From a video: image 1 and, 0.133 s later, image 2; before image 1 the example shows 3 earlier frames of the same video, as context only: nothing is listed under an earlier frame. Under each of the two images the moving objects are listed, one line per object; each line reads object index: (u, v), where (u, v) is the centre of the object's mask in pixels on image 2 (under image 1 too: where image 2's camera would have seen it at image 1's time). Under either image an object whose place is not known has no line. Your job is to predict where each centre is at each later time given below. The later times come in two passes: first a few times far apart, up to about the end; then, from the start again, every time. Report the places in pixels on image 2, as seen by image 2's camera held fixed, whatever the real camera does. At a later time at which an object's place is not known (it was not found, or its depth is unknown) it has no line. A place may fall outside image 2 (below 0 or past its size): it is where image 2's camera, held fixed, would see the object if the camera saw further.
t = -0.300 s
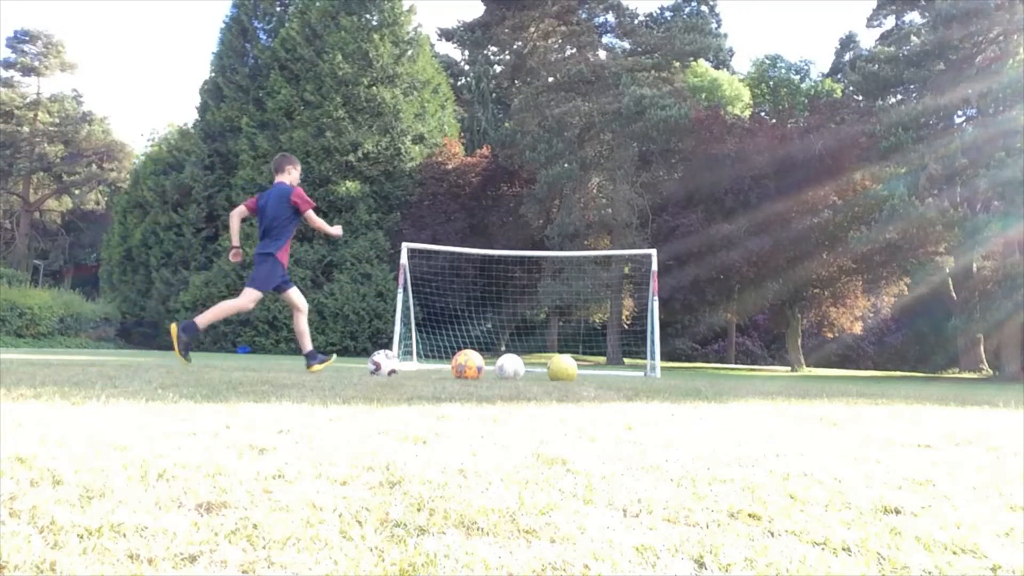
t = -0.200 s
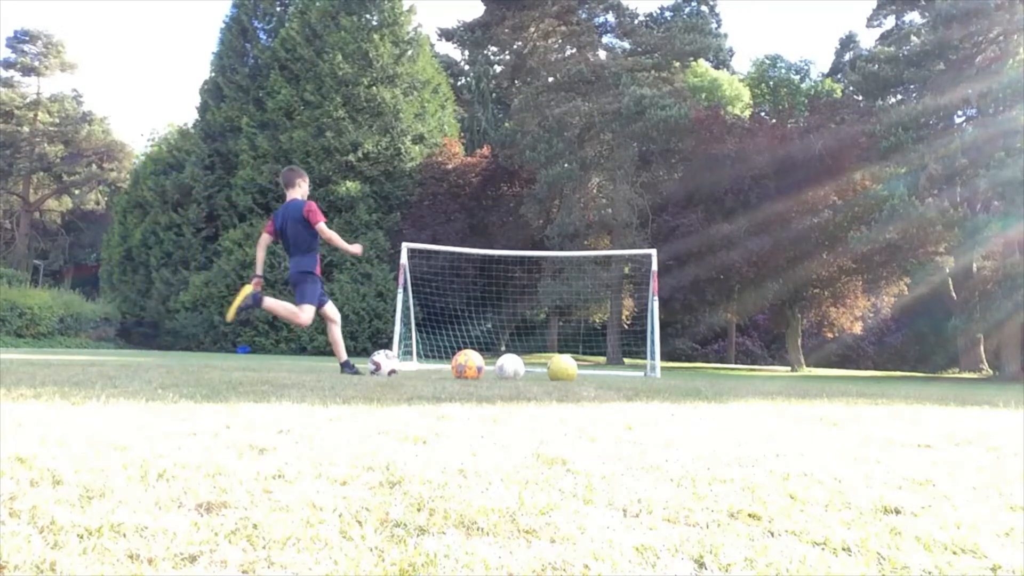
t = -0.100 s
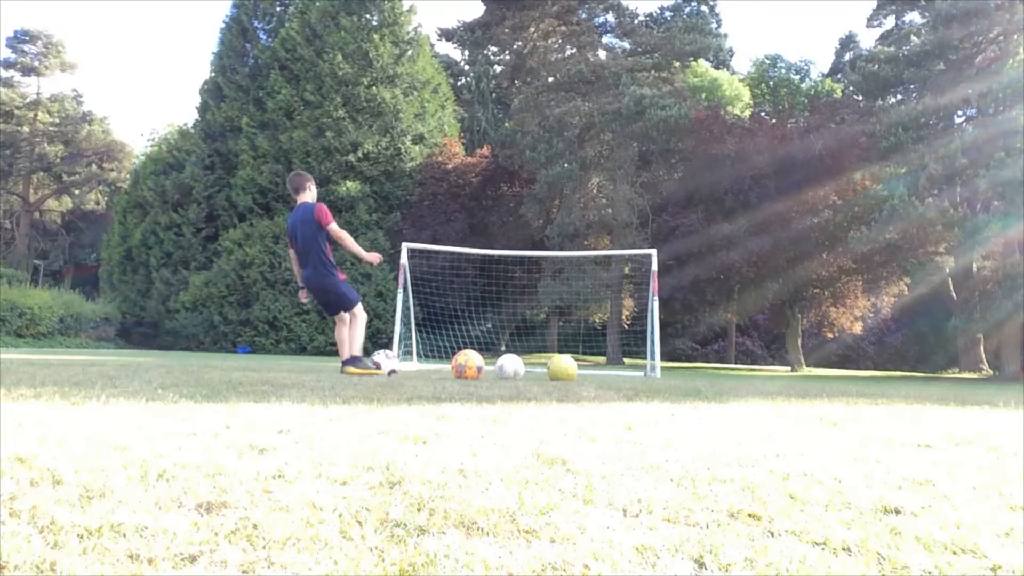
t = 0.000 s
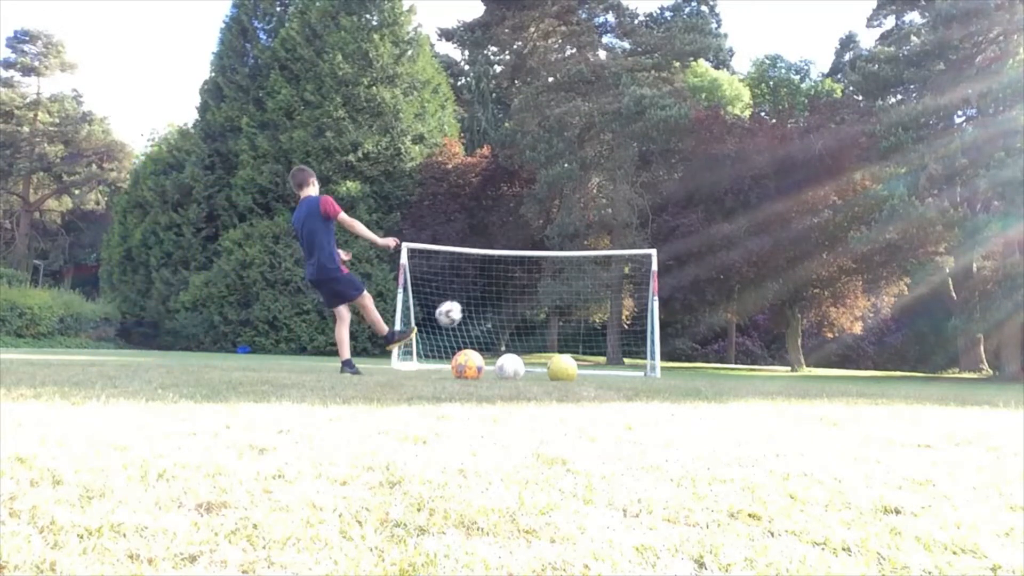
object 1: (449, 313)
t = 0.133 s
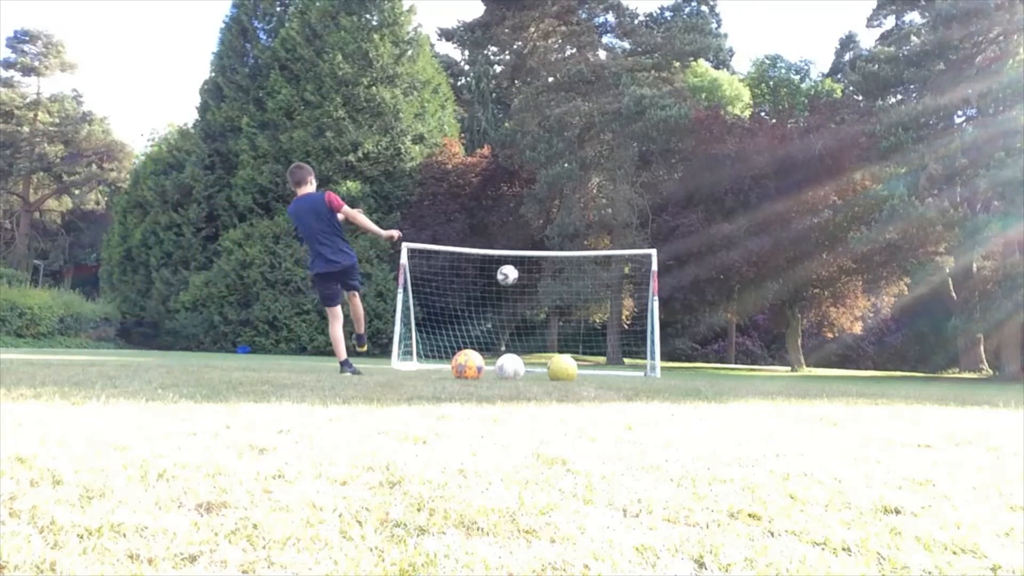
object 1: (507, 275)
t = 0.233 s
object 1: (535, 265)
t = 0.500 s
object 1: (576, 276)
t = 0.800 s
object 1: (610, 360)
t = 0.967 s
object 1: (615, 334)
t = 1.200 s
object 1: (621, 327)
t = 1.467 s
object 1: (624, 360)
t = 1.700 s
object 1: (630, 356)
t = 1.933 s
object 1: (634, 367)
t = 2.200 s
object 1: (638, 369)
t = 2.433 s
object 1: (640, 369)
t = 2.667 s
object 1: (640, 369)
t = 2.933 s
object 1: (640, 370)
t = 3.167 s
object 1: (639, 370)
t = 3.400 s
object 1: (638, 369)
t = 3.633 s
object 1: (638, 369)
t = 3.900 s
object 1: (638, 369)
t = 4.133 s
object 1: (638, 369)
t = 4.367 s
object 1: (638, 369)
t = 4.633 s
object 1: (638, 369)
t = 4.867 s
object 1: (638, 369)
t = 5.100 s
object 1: (638, 369)
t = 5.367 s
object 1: (638, 369)
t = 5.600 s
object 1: (638, 369)
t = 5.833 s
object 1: (638, 369)
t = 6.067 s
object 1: (638, 369)
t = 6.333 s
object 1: (638, 369)
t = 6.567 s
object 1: (638, 369)
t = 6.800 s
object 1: (638, 369)
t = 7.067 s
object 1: (638, 369)
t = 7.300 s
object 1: (638, 369)
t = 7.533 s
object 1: (638, 369)
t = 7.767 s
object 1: (638, 369)
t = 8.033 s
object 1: (638, 369)
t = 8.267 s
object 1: (638, 369)
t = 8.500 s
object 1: (638, 369)
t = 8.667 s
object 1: (638, 369)
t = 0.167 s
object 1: (517, 270)
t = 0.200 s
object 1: (527, 267)
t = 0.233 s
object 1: (535, 265)
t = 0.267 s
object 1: (542, 264)
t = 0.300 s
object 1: (549, 263)
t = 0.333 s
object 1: (554, 263)
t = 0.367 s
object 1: (559, 264)
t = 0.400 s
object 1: (564, 266)
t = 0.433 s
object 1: (568, 267)
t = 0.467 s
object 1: (572, 270)
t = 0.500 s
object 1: (576, 276)
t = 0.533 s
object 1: (581, 285)
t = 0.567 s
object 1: (586, 296)
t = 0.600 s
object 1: (590, 309)
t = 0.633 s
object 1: (595, 322)
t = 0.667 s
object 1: (598, 335)
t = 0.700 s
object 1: (602, 349)
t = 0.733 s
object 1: (606, 363)
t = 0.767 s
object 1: (608, 368)
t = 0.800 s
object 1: (610, 360)
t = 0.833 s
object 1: (610, 353)
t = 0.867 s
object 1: (611, 347)
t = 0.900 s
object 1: (613, 342)
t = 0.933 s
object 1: (614, 337)
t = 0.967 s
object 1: (615, 334)
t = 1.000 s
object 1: (616, 330)
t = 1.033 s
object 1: (617, 328)
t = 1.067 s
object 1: (618, 327)
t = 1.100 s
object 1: (619, 326)
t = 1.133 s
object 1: (619, 325)
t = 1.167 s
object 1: (620, 326)
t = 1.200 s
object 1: (621, 327)
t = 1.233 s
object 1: (621, 328)
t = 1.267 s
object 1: (622, 331)
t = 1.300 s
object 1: (623, 334)
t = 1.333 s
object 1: (623, 338)
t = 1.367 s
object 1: (623, 342)
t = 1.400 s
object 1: (624, 348)
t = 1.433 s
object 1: (624, 354)
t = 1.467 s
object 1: (624, 360)
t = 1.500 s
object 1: (625, 367)
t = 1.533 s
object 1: (626, 368)
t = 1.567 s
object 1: (627, 364)
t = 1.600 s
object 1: (628, 361)
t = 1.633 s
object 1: (628, 358)
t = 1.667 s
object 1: (629, 356)
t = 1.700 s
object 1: (630, 356)
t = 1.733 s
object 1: (630, 356)
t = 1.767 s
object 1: (631, 356)
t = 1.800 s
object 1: (631, 357)
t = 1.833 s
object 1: (632, 358)
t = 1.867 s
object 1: (632, 360)
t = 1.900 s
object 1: (634, 363)
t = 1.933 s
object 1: (634, 367)
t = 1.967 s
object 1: (635, 370)
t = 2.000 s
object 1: (636, 369)
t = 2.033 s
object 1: (636, 368)
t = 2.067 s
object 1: (636, 366)
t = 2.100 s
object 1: (637, 365)
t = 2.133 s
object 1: (637, 366)
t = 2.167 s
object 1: (638, 367)
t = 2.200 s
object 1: (638, 369)
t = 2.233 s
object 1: (639, 370)
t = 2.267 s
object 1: (639, 369)
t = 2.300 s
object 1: (639, 369)
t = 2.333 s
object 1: (639, 369)
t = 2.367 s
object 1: (640, 369)
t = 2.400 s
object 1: (640, 369)
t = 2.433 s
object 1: (640, 369)
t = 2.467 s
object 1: (640, 369)
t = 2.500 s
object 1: (640, 369)
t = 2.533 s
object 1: (640, 369)
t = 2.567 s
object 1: (640, 369)
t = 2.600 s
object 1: (641, 369)
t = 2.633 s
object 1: (640, 369)
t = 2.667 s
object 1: (640, 369)
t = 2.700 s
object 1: (640, 369)
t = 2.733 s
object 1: (640, 369)
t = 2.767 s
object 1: (640, 369)
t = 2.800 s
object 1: (640, 369)
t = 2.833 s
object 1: (640, 369)
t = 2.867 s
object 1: (640, 370)
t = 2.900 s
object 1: (640, 369)
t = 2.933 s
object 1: (640, 370)
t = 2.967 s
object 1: (640, 369)
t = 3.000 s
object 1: (640, 370)
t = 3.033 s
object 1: (640, 369)
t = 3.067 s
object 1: (639, 369)
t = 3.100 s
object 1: (639, 369)
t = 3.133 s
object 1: (639, 370)
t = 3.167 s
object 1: (639, 370)
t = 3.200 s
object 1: (639, 369)
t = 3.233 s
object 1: (639, 369)
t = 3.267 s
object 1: (639, 370)
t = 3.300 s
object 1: (638, 369)
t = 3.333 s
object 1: (638, 370)
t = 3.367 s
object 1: (638, 369)
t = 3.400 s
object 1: (638, 369)
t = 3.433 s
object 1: (638, 369)
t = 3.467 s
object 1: (638, 369)
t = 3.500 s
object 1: (638, 369)
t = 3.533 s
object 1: (638, 369)
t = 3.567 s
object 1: (638, 369)
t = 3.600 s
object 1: (638, 369)
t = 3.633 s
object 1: (638, 369)
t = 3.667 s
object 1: (638, 369)
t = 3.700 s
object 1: (638, 369)
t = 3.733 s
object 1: (638, 369)
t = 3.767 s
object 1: (638, 369)
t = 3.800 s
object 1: (638, 369)
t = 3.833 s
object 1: (638, 369)
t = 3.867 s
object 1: (638, 369)
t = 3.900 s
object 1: (638, 369)
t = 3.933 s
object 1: (638, 369)
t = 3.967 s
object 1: (638, 369)
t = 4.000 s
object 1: (639, 369)
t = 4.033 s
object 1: (638, 369)
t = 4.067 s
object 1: (639, 369)
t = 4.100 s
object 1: (639, 369)
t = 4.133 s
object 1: (638, 369)
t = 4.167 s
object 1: (638, 369)
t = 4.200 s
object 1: (638, 369)
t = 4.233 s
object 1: (638, 369)
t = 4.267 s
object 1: (638, 369)
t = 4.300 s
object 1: (638, 369)
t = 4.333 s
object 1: (638, 369)
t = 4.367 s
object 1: (638, 369)
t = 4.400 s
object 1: (638, 369)
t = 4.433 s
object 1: (638, 369)
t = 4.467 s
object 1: (638, 369)
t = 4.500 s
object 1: (638, 369)
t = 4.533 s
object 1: (638, 369)
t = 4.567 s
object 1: (638, 369)
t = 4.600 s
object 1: (638, 369)
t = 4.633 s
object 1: (638, 369)
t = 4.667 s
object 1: (638, 369)
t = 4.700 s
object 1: (638, 369)
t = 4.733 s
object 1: (638, 369)
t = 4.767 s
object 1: (638, 369)
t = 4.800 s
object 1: (638, 369)
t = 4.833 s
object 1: (638, 369)
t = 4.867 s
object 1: (638, 369)
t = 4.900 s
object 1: (638, 369)
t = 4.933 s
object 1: (638, 369)
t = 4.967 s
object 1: (638, 369)
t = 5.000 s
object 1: (638, 369)
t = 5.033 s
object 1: (638, 369)
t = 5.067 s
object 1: (638, 369)
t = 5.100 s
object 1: (638, 369)
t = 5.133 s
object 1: (638, 369)
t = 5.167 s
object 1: (638, 369)
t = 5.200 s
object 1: (638, 369)
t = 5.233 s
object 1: (638, 369)
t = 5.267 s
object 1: (638, 369)
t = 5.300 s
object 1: (638, 369)
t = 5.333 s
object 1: (638, 369)
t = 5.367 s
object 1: (638, 369)
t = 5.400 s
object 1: (638, 369)
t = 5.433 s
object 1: (638, 369)
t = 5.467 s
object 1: (638, 369)
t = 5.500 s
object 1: (638, 369)
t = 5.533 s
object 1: (638, 369)
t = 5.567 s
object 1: (638, 369)
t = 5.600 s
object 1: (638, 369)
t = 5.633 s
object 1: (638, 369)
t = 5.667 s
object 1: (638, 369)
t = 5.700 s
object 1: (638, 369)
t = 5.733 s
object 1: (638, 369)
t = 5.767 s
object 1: (638, 369)
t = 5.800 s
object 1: (638, 369)
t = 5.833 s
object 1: (638, 369)
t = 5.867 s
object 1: (638, 369)
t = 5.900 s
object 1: (638, 369)
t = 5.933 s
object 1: (638, 369)
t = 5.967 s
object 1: (638, 369)
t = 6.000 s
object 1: (638, 369)
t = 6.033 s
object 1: (638, 369)
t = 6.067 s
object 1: (638, 369)
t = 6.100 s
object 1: (638, 369)
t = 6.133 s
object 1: (638, 369)
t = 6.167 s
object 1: (638, 369)
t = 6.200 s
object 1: (638, 369)
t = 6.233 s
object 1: (638, 369)
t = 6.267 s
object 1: (638, 369)
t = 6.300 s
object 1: (638, 369)
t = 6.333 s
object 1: (638, 369)
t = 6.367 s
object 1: (638, 369)
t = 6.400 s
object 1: (638, 369)
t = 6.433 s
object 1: (638, 369)
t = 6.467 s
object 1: (638, 369)
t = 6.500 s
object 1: (638, 369)
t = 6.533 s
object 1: (638, 369)
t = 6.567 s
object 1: (638, 369)
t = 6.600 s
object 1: (638, 369)
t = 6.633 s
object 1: (638, 369)
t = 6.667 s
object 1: (638, 369)
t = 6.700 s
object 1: (638, 369)
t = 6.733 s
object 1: (638, 369)
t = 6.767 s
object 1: (638, 369)
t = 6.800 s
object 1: (638, 369)
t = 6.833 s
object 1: (638, 369)
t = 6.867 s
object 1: (638, 369)
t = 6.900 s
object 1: (638, 369)
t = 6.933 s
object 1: (638, 369)
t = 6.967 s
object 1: (638, 369)
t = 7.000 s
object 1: (638, 369)
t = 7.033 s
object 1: (638, 369)
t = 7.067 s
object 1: (638, 369)
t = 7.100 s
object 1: (638, 369)
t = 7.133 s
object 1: (638, 369)
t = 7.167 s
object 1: (638, 369)
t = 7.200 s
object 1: (638, 369)
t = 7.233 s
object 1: (638, 369)
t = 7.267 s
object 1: (638, 369)
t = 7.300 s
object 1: (638, 369)
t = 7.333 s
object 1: (638, 369)
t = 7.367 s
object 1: (638, 369)
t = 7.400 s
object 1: (638, 369)
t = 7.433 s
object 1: (638, 369)
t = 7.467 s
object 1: (638, 369)
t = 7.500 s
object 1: (638, 369)
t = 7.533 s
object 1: (638, 369)
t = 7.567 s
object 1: (638, 369)
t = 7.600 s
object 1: (638, 369)
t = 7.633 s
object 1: (638, 369)
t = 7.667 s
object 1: (638, 369)
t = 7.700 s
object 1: (638, 369)
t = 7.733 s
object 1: (638, 369)
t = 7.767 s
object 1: (638, 369)
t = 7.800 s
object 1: (638, 369)
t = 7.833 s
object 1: (638, 369)
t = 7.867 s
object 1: (638, 369)
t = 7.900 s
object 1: (638, 369)
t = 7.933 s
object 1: (638, 369)
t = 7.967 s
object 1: (638, 369)
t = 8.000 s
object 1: (638, 369)
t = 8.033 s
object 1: (638, 369)
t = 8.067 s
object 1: (638, 369)
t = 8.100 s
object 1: (638, 369)
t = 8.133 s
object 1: (638, 369)
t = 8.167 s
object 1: (638, 369)
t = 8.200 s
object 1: (638, 369)
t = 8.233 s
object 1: (638, 369)
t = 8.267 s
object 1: (638, 369)
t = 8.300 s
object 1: (638, 369)
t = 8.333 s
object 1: (638, 369)
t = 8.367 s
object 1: (638, 369)
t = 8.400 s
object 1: (638, 369)
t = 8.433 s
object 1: (638, 369)
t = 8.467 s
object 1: (638, 369)
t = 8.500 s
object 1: (638, 369)
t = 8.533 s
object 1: (638, 369)
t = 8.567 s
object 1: (638, 369)
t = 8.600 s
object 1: (638, 369)
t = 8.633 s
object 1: (638, 369)
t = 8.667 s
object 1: (638, 369)
